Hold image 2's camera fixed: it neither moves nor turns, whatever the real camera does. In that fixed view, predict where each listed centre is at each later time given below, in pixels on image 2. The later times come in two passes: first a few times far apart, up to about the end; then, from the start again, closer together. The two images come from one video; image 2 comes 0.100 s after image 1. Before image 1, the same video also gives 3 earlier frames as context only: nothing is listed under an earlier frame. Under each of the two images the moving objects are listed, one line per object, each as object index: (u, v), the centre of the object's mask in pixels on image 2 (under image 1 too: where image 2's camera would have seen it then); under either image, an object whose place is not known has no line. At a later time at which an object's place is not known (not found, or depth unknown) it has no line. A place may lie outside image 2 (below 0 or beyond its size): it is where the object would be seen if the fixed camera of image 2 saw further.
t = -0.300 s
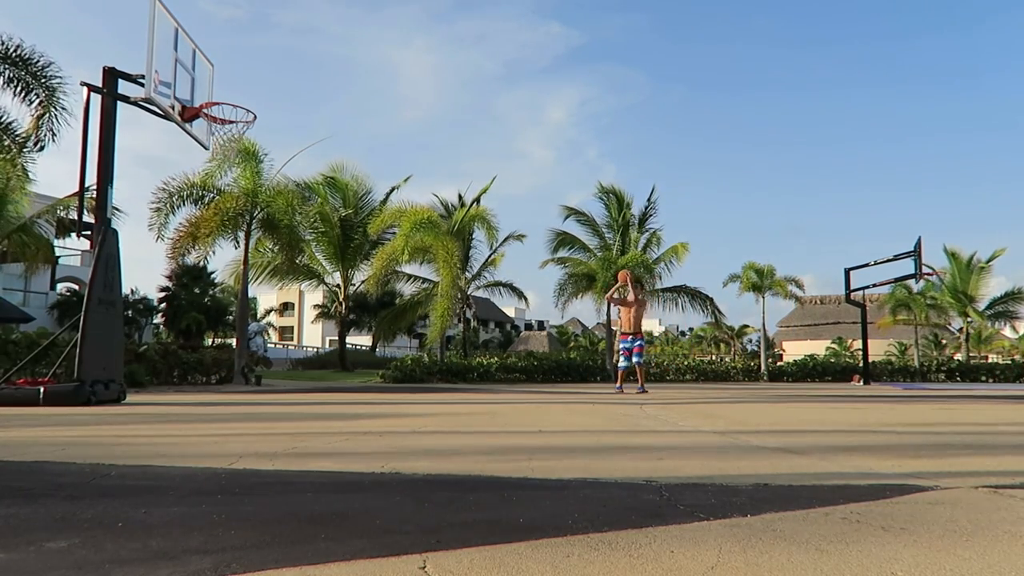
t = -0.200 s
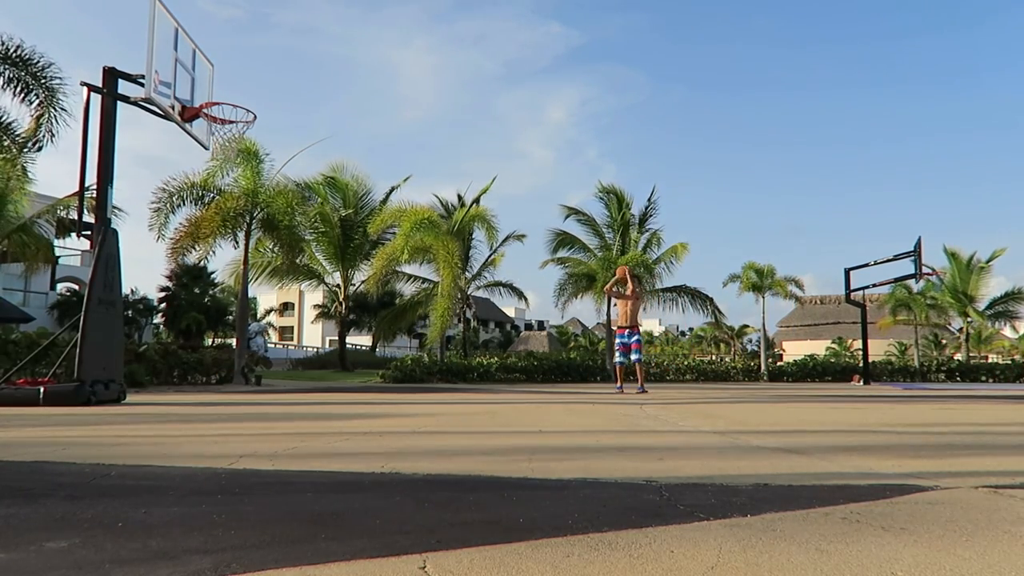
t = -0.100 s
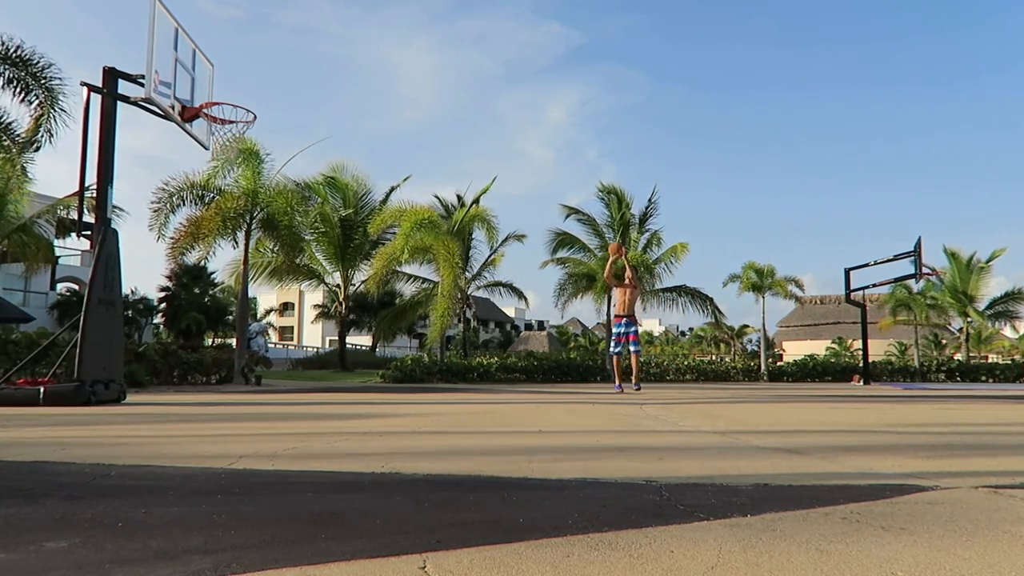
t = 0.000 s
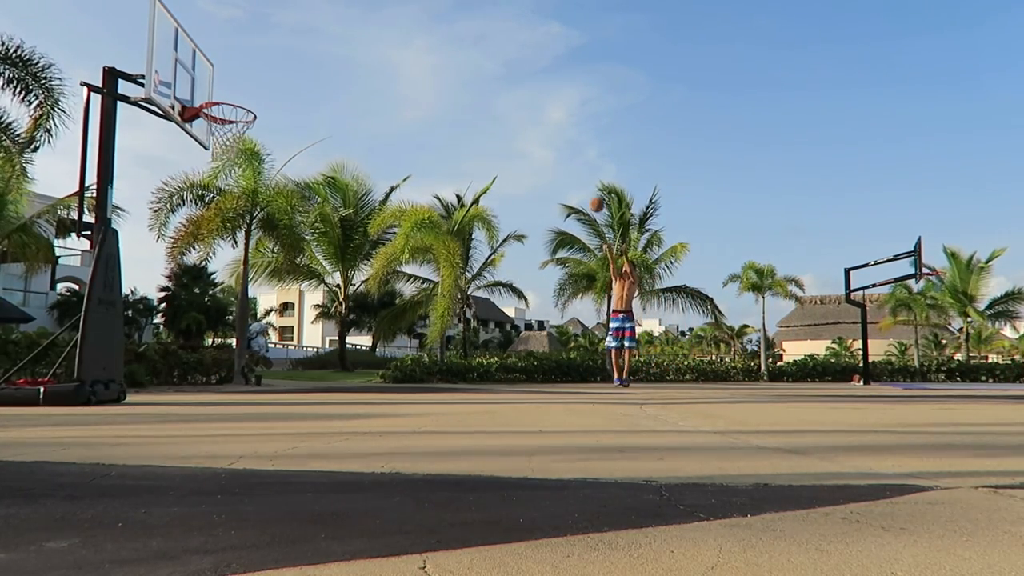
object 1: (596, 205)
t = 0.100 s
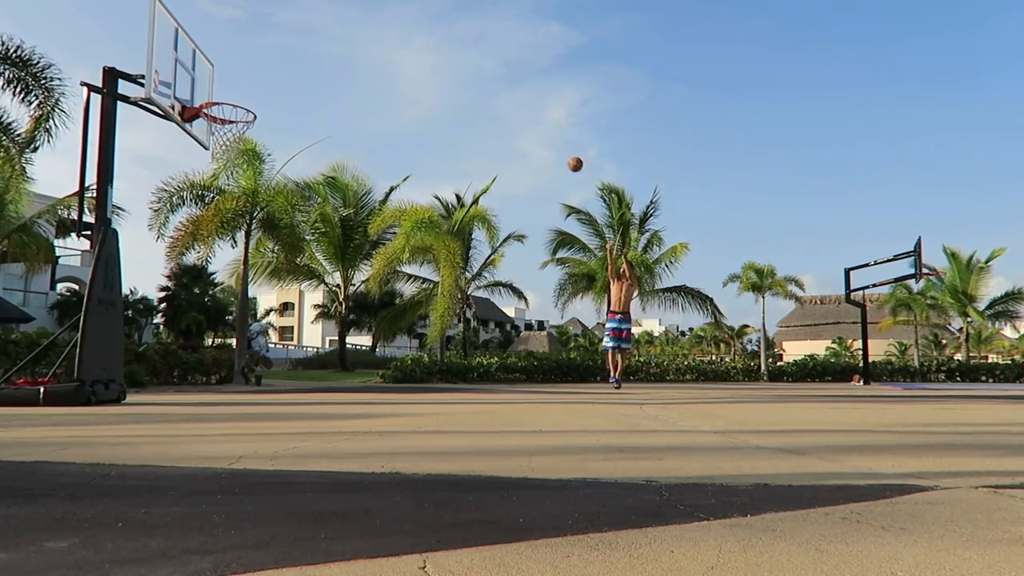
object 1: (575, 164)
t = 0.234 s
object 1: (545, 117)
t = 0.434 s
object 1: (493, 64)
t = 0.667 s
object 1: (423, 34)
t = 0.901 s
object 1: (337, 46)
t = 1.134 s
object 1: (226, 119)
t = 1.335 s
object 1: (186, 148)
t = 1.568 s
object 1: (148, 226)
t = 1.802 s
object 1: (99, 385)
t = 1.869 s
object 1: (102, 363)
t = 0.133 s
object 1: (568, 152)
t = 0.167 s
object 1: (560, 140)
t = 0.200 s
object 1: (552, 128)
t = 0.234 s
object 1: (545, 117)
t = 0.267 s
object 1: (537, 107)
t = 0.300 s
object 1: (528, 97)
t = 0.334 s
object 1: (520, 88)
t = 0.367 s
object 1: (511, 80)
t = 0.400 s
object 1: (502, 72)
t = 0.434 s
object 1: (493, 64)
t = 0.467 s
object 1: (484, 58)
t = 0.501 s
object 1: (474, 52)
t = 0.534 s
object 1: (465, 47)
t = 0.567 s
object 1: (454, 42)
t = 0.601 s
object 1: (444, 38)
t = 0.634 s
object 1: (433, 35)
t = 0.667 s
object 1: (423, 34)
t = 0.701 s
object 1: (411, 32)
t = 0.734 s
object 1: (400, 32)
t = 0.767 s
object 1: (388, 33)
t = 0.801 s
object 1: (376, 34)
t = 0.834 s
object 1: (363, 37)
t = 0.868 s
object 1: (350, 41)
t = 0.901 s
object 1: (337, 46)
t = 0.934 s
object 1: (322, 52)
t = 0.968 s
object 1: (308, 60)
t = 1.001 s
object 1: (293, 69)
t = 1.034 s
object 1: (277, 79)
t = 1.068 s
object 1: (260, 91)
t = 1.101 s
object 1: (243, 104)
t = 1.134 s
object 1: (226, 119)
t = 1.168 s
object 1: (210, 133)
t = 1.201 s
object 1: (203, 135)
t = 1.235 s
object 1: (200, 136)
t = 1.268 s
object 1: (195, 139)
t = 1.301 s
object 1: (190, 143)
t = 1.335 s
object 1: (186, 148)
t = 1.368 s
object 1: (181, 155)
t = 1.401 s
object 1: (176, 163)
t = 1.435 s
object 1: (170, 173)
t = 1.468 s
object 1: (165, 184)
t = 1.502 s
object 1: (159, 196)
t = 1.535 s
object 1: (154, 210)
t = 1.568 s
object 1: (148, 226)
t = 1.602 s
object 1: (142, 243)
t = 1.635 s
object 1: (135, 262)
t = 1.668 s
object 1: (128, 283)
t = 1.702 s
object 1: (121, 306)
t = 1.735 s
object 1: (114, 330)
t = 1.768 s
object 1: (107, 357)
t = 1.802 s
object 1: (99, 385)
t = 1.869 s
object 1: (102, 363)
